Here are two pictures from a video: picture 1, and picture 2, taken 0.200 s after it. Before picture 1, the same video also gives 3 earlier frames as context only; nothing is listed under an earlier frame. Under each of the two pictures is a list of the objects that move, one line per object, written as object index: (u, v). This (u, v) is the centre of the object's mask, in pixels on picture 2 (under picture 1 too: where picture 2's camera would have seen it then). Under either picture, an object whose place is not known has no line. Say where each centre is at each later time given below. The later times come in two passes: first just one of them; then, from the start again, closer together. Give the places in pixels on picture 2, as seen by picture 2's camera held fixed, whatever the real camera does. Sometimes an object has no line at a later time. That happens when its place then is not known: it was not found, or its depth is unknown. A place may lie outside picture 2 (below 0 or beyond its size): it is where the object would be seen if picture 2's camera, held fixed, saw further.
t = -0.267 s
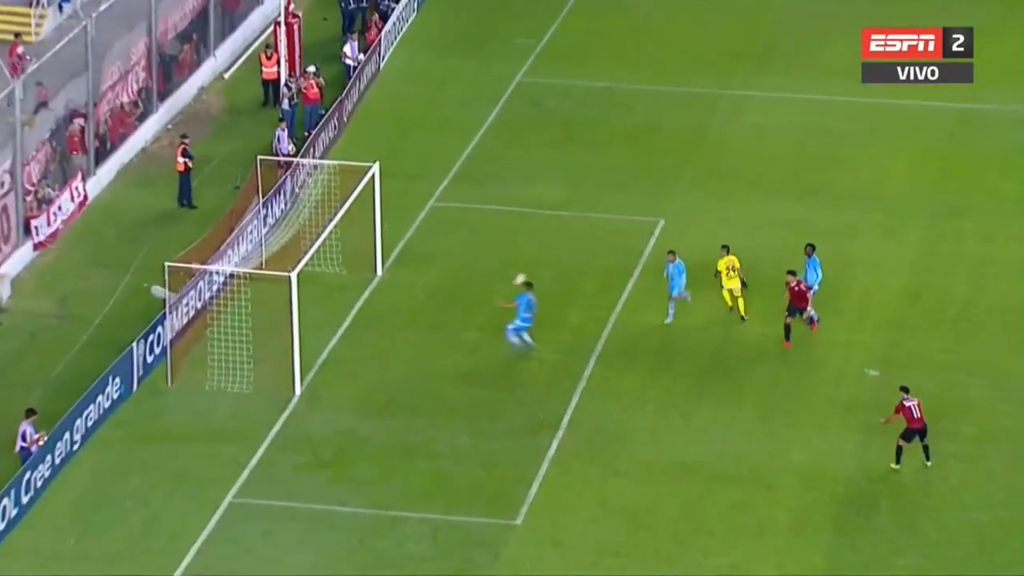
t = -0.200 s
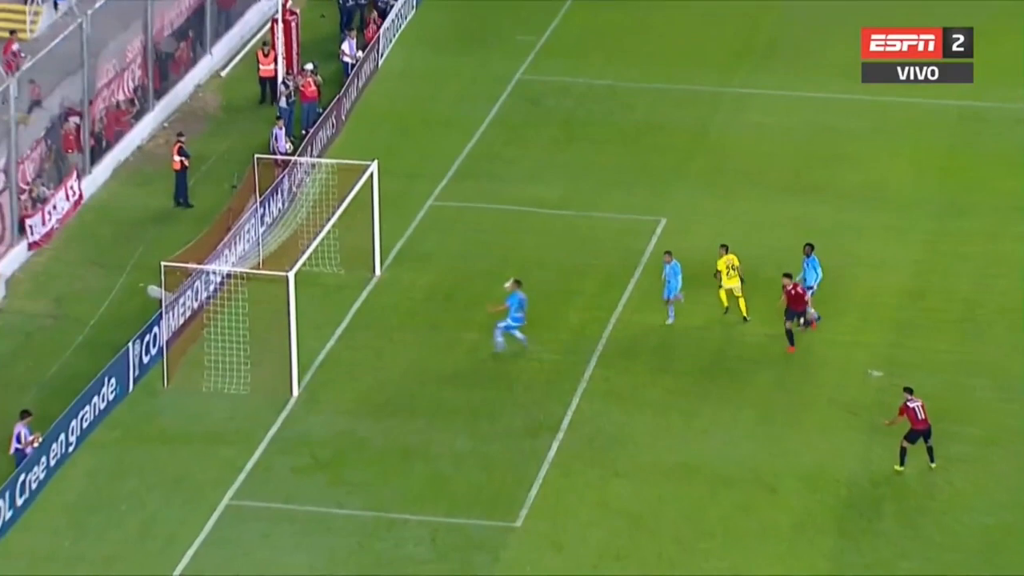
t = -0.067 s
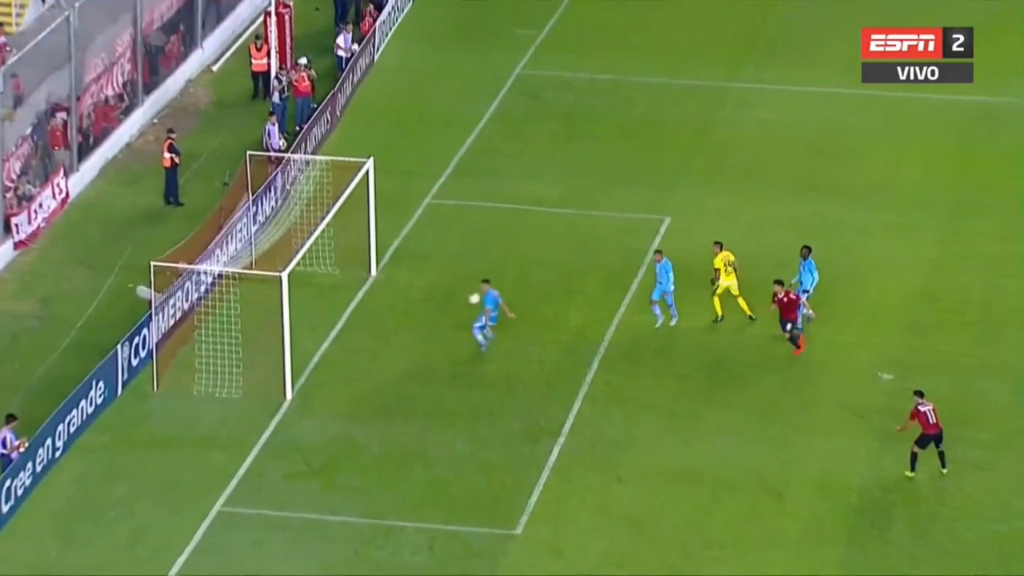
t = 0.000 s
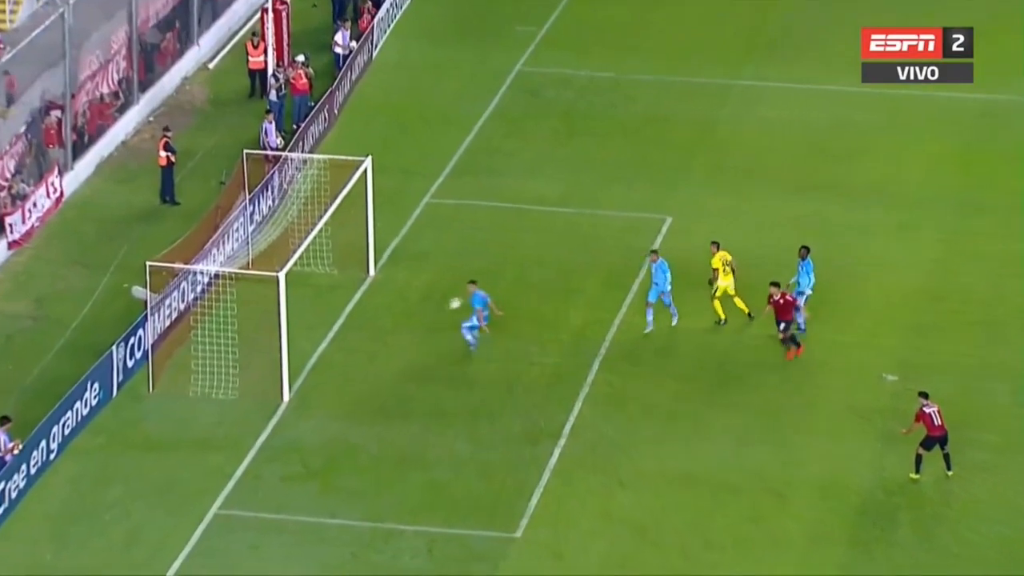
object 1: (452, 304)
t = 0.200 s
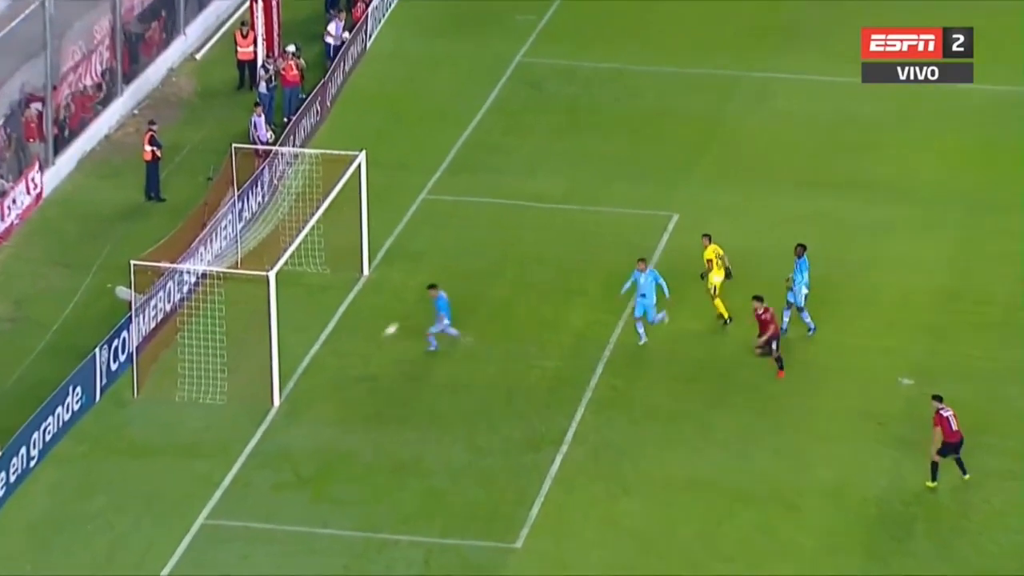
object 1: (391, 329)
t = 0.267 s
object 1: (374, 340)
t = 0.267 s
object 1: (374, 340)
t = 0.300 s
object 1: (363, 348)
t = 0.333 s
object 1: (352, 351)
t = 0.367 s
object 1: (344, 347)
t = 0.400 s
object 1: (342, 346)
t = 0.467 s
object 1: (326, 338)
